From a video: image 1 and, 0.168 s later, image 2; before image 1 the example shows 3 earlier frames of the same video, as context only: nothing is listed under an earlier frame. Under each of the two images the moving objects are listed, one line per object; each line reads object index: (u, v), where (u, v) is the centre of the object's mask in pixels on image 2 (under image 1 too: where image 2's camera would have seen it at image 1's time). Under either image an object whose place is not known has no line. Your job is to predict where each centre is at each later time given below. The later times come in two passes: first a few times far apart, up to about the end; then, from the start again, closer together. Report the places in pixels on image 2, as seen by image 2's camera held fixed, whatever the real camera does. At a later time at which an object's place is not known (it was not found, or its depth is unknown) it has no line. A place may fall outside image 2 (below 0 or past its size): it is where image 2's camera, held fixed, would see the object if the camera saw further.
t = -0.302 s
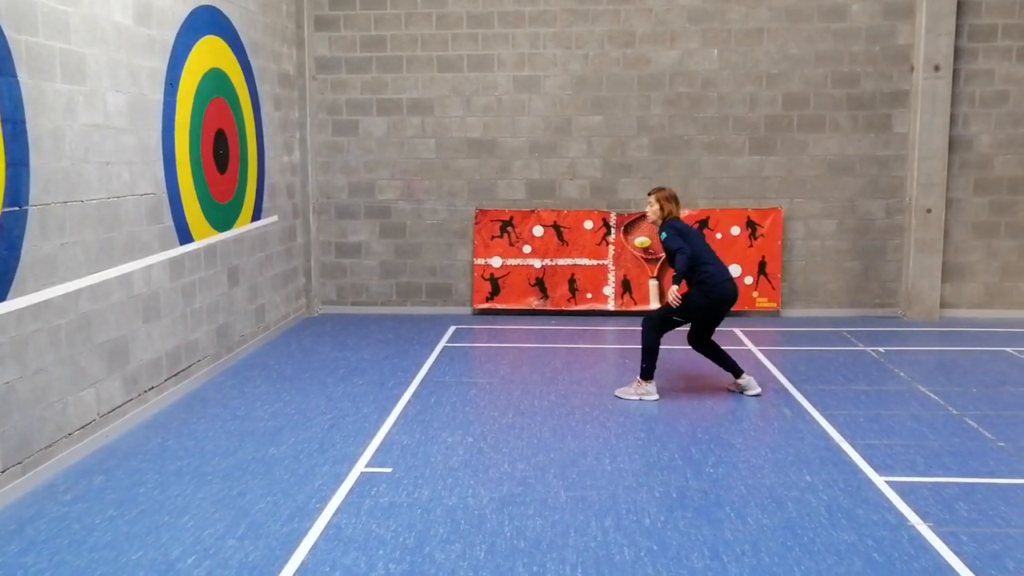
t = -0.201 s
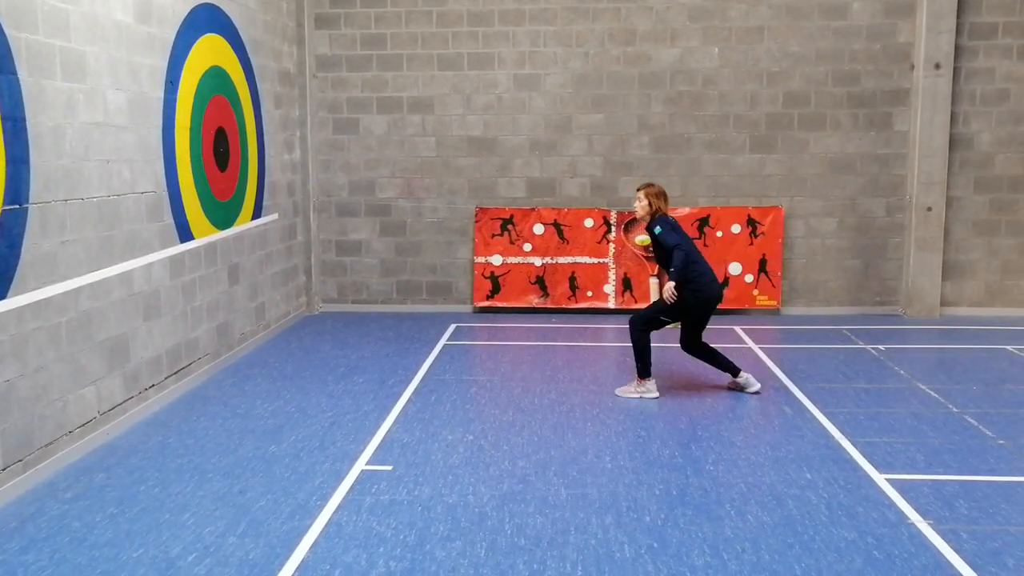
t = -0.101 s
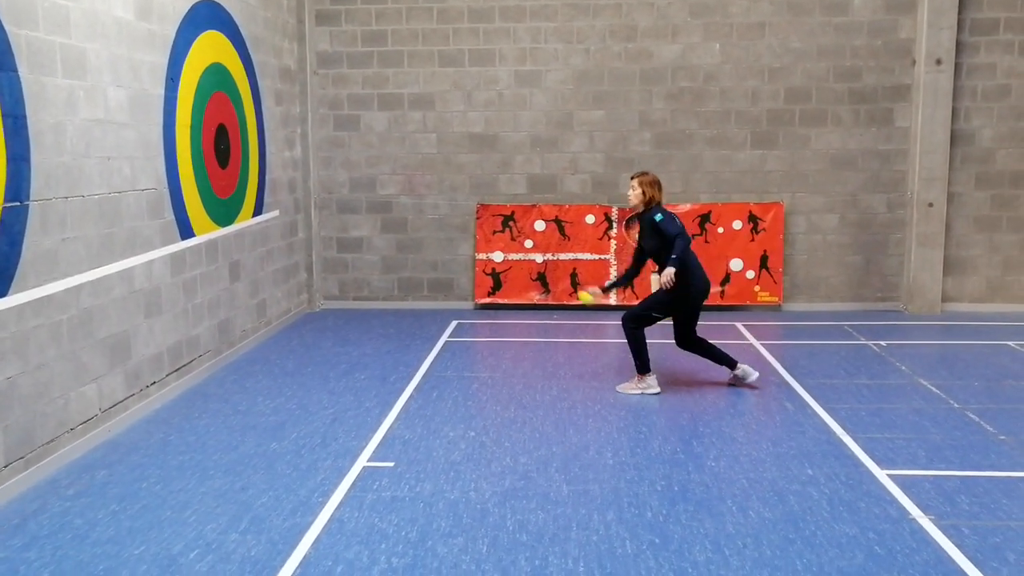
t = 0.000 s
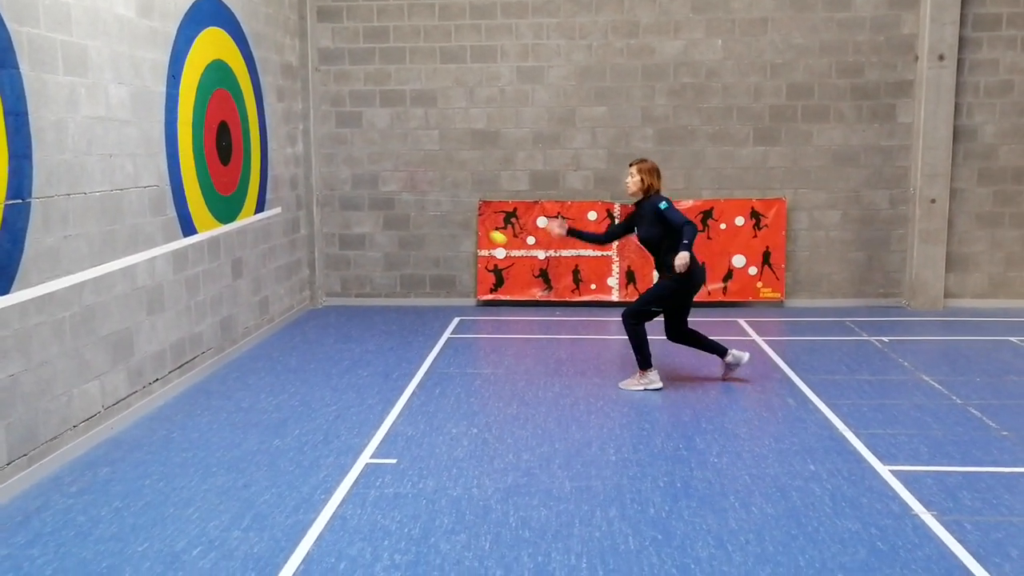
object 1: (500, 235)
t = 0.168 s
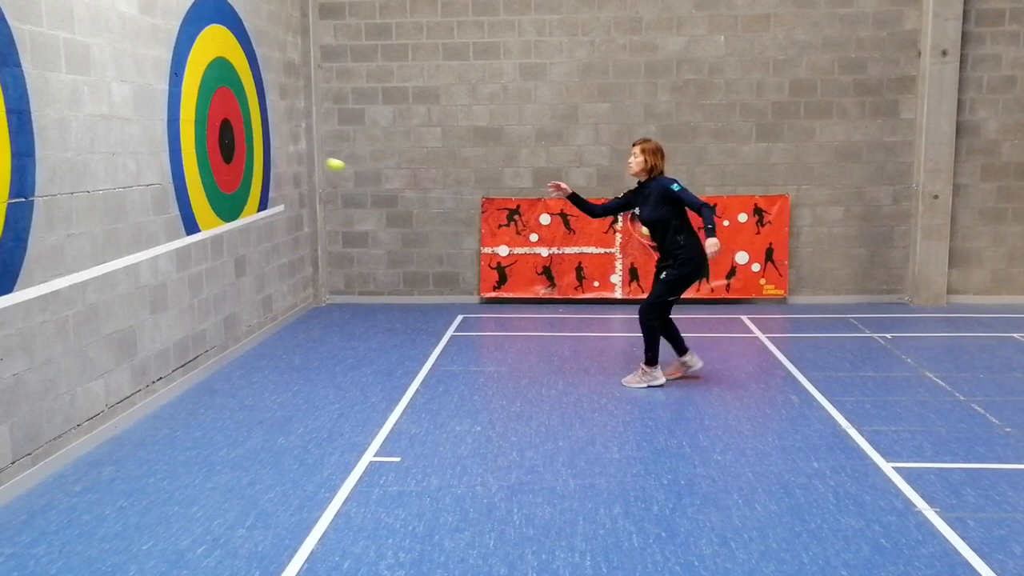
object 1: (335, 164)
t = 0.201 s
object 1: (299, 154)
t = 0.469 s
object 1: (160, 134)
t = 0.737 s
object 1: (367, 236)
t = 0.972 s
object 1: (579, 474)
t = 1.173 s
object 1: (690, 371)
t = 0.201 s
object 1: (299, 154)
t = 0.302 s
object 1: (187, 135)
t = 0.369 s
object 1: (108, 132)
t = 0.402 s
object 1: (113, 132)
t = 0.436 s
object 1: (136, 132)
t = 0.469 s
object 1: (160, 134)
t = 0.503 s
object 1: (182, 138)
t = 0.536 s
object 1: (208, 145)
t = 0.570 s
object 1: (232, 154)
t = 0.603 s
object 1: (258, 165)
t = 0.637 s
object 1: (285, 179)
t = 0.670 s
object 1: (312, 195)
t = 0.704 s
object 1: (340, 215)
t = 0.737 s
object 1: (367, 236)
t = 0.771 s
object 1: (397, 261)
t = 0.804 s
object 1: (426, 288)
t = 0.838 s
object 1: (456, 319)
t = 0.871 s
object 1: (485, 353)
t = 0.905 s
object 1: (516, 390)
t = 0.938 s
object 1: (547, 430)
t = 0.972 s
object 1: (579, 474)
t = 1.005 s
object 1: (604, 483)
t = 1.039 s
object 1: (620, 456)
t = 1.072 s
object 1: (638, 433)
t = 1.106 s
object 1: (654, 410)
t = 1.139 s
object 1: (672, 389)
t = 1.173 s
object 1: (690, 371)
